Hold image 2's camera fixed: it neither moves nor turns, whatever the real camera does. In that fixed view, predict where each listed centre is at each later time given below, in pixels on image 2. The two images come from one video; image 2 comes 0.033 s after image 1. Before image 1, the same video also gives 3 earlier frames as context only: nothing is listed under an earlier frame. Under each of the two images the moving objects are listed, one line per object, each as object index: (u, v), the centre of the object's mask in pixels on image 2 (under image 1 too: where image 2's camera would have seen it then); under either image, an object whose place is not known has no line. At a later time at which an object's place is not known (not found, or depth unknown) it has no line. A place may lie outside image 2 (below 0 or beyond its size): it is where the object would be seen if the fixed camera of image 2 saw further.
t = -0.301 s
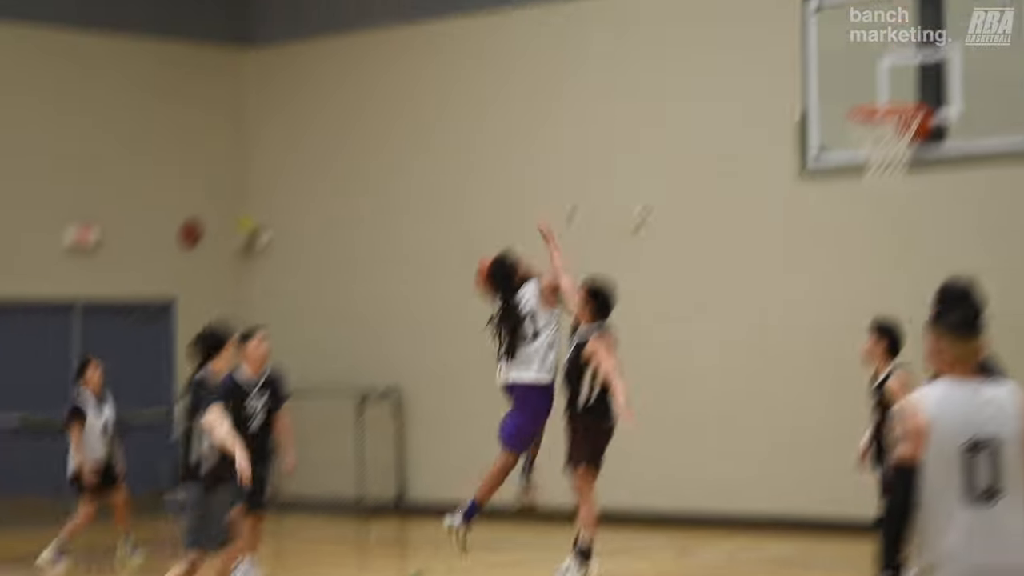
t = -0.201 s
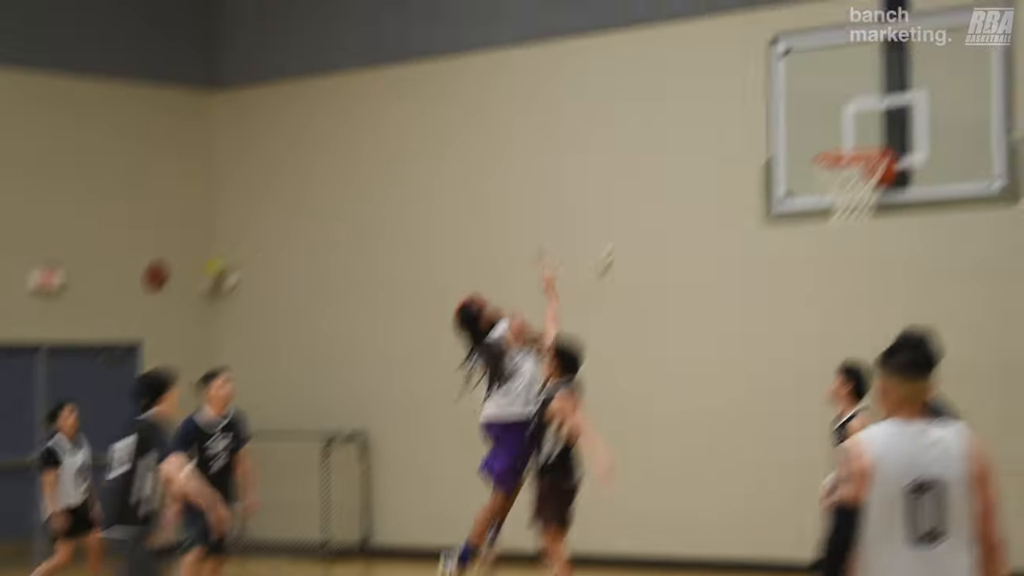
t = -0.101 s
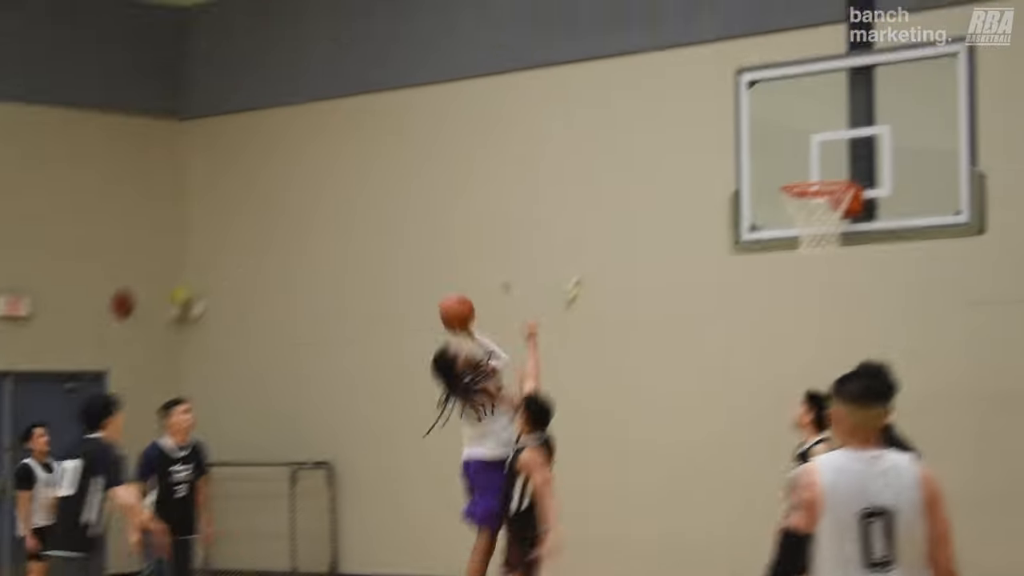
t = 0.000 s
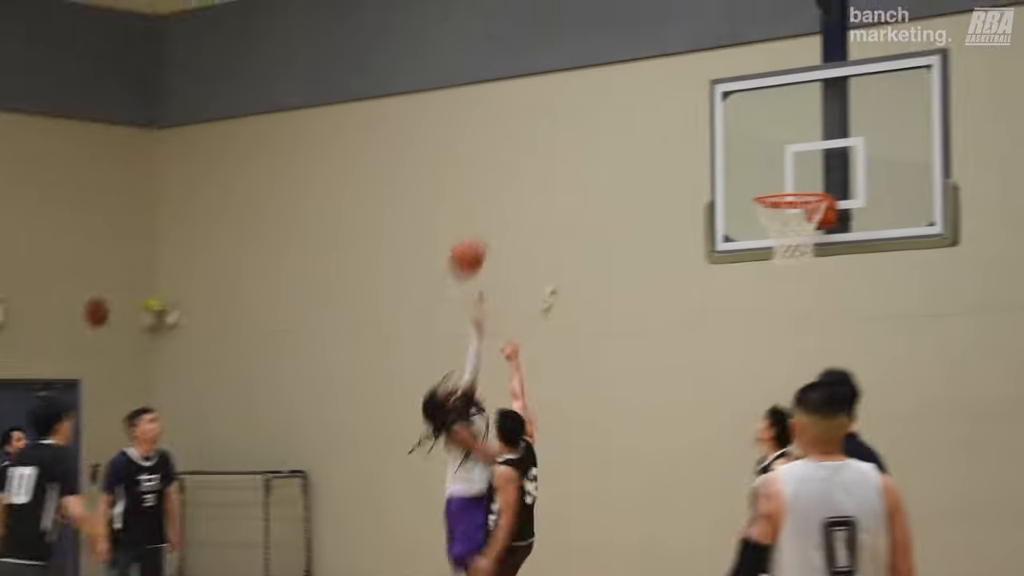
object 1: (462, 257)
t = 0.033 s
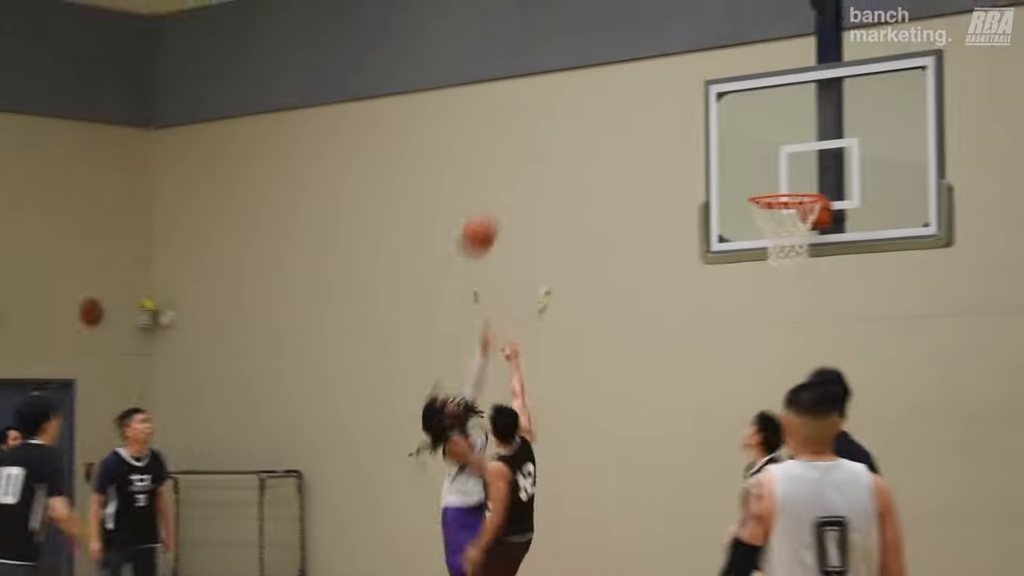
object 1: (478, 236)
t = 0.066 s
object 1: (495, 214)
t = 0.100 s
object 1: (510, 196)
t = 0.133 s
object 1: (527, 179)
